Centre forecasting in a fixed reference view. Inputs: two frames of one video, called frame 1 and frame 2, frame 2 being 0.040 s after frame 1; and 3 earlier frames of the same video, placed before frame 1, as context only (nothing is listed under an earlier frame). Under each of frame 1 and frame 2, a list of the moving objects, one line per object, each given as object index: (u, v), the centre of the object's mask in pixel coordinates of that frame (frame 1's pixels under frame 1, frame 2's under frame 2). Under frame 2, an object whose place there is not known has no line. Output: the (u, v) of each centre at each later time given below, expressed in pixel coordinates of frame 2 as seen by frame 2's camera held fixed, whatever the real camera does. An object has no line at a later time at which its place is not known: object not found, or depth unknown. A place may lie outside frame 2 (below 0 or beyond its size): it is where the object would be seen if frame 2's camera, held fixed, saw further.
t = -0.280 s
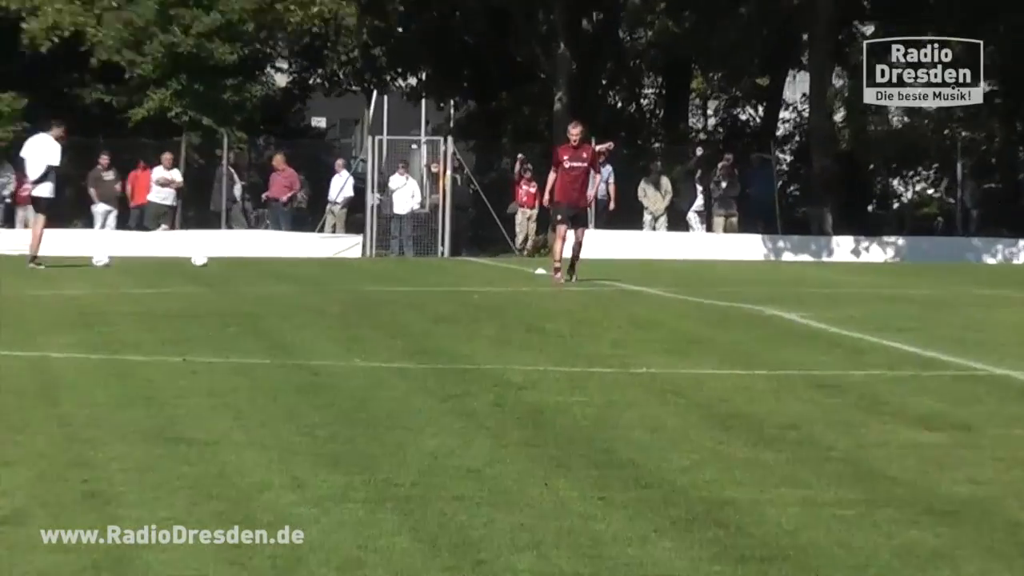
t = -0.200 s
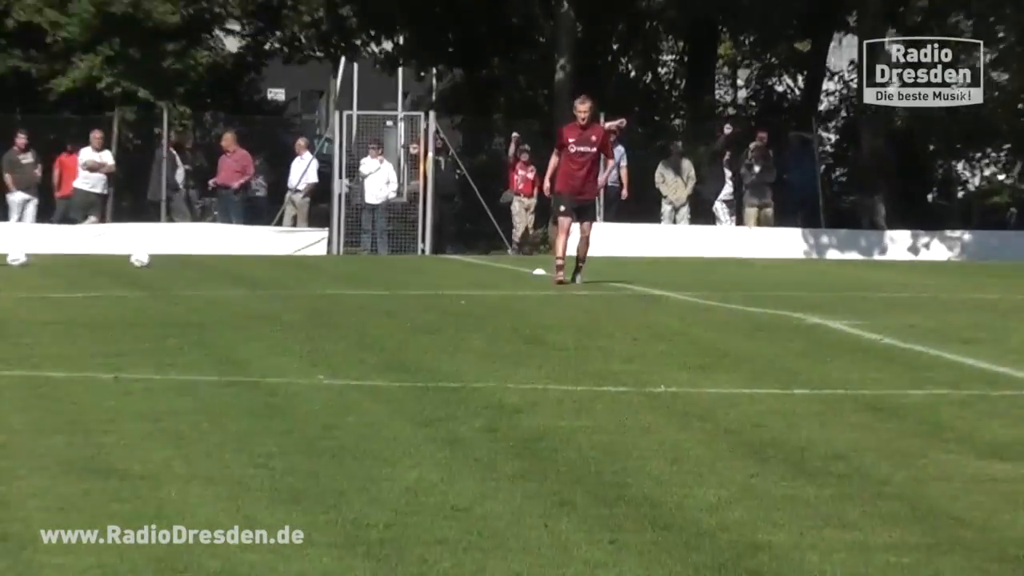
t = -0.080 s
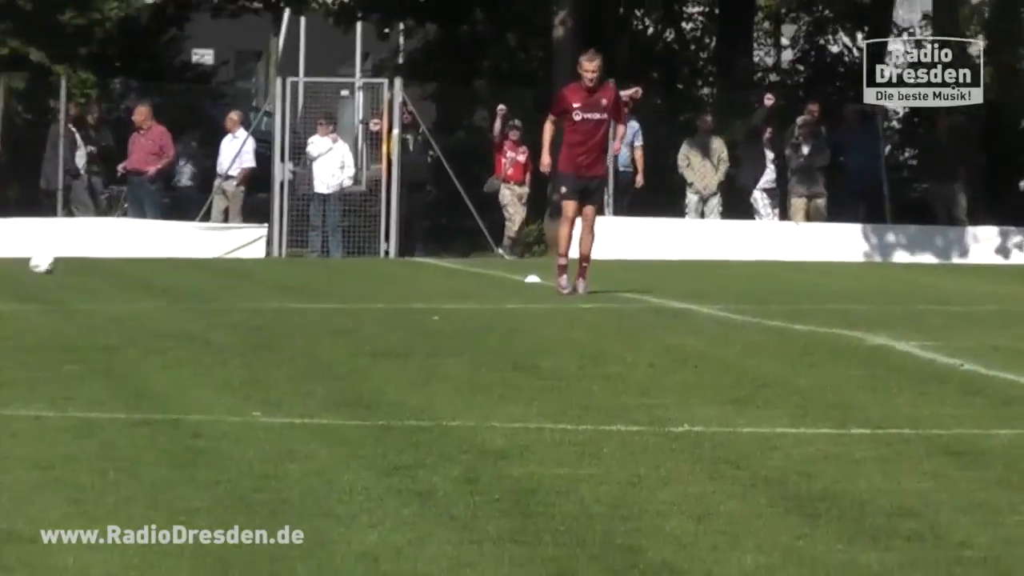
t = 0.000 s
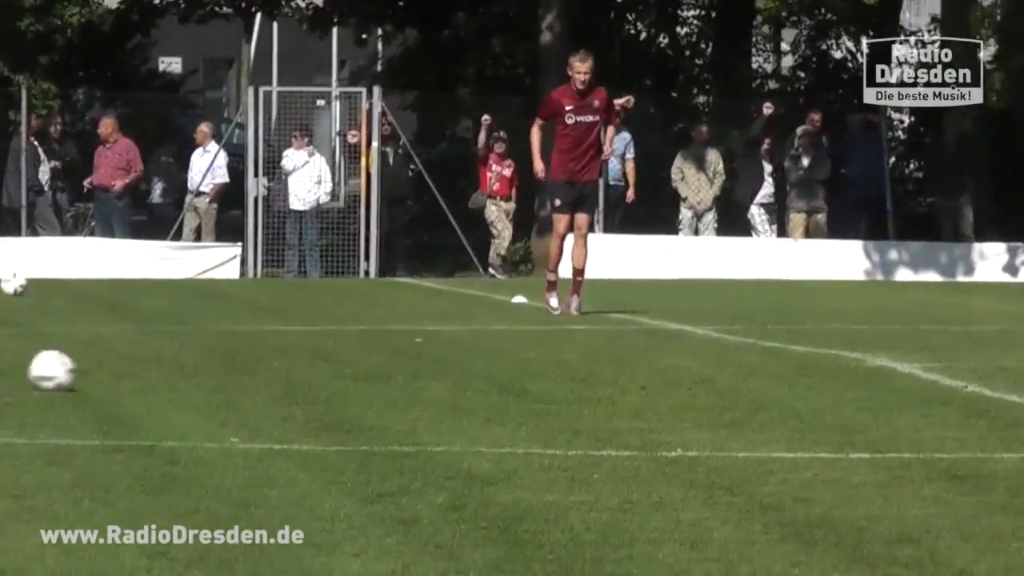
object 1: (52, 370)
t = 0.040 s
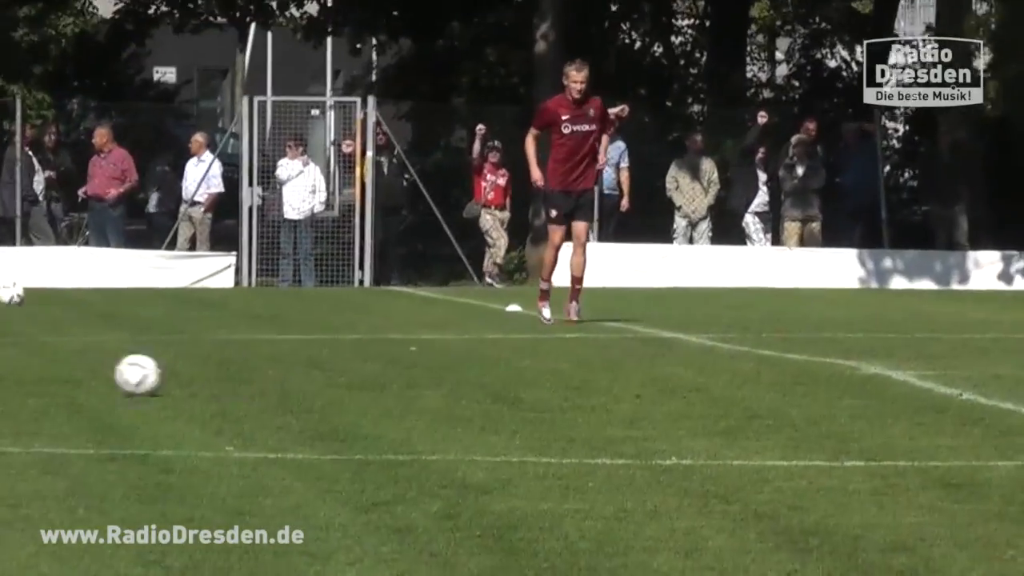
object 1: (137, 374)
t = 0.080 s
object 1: (226, 372)
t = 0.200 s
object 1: (459, 361)
